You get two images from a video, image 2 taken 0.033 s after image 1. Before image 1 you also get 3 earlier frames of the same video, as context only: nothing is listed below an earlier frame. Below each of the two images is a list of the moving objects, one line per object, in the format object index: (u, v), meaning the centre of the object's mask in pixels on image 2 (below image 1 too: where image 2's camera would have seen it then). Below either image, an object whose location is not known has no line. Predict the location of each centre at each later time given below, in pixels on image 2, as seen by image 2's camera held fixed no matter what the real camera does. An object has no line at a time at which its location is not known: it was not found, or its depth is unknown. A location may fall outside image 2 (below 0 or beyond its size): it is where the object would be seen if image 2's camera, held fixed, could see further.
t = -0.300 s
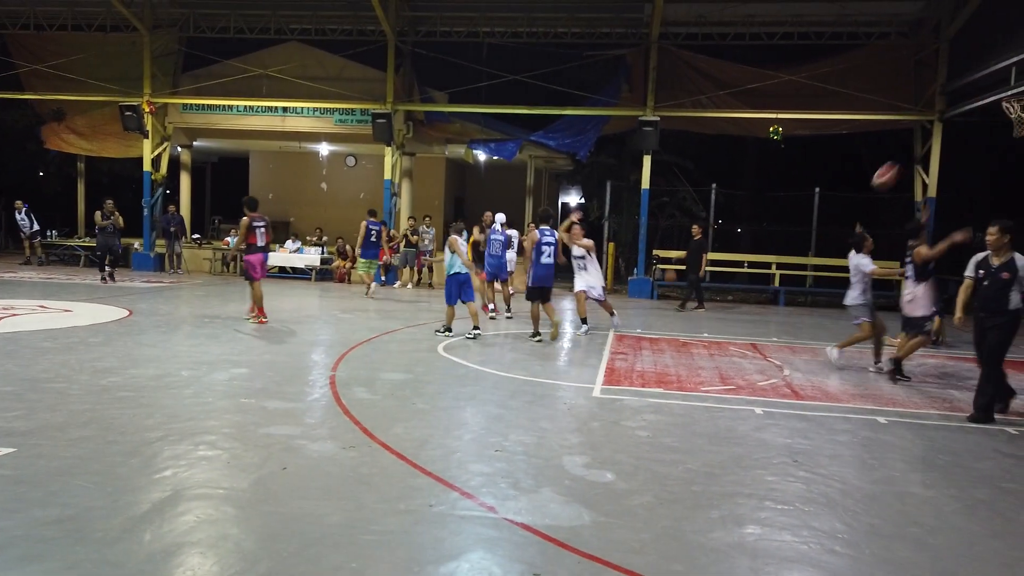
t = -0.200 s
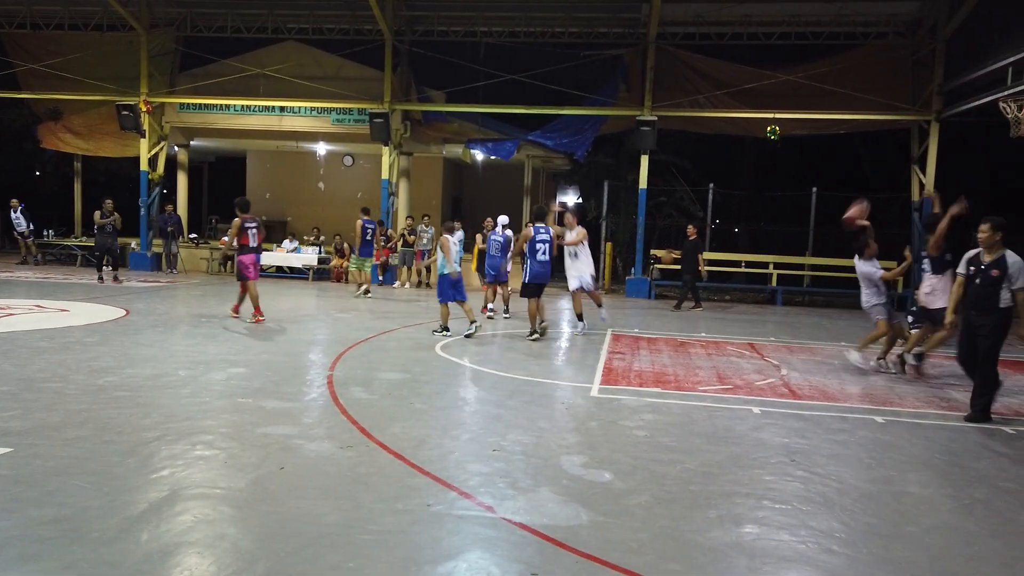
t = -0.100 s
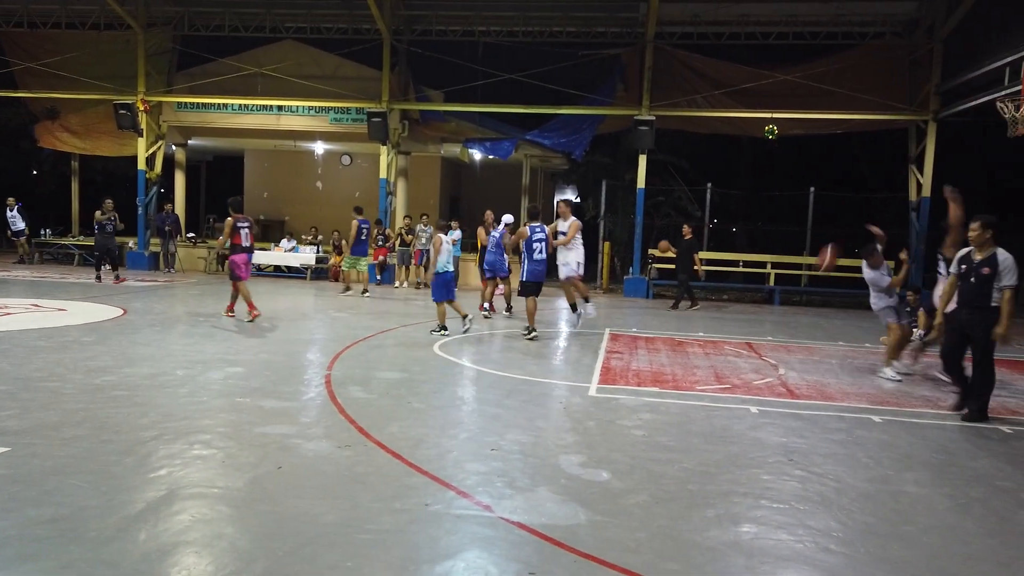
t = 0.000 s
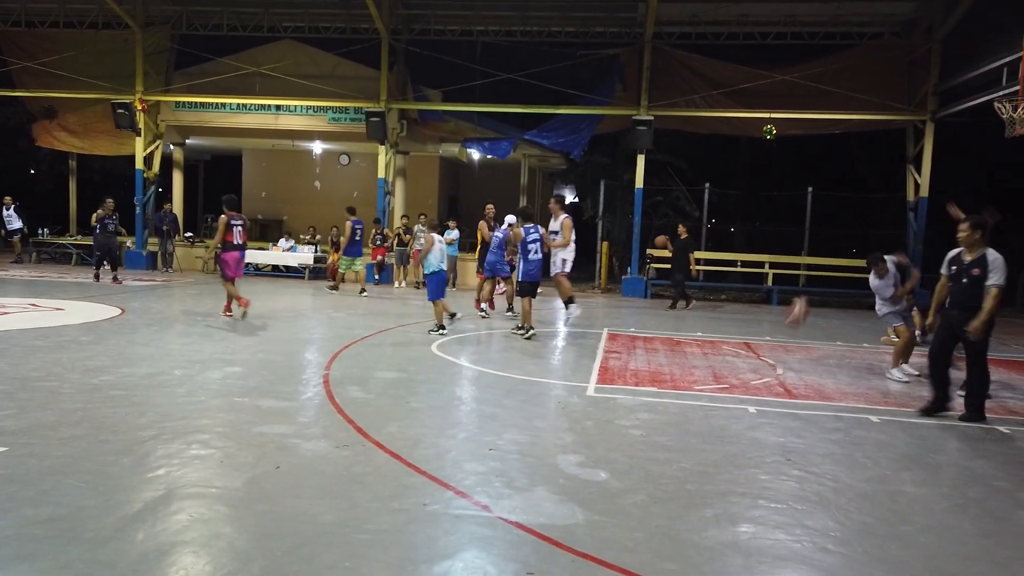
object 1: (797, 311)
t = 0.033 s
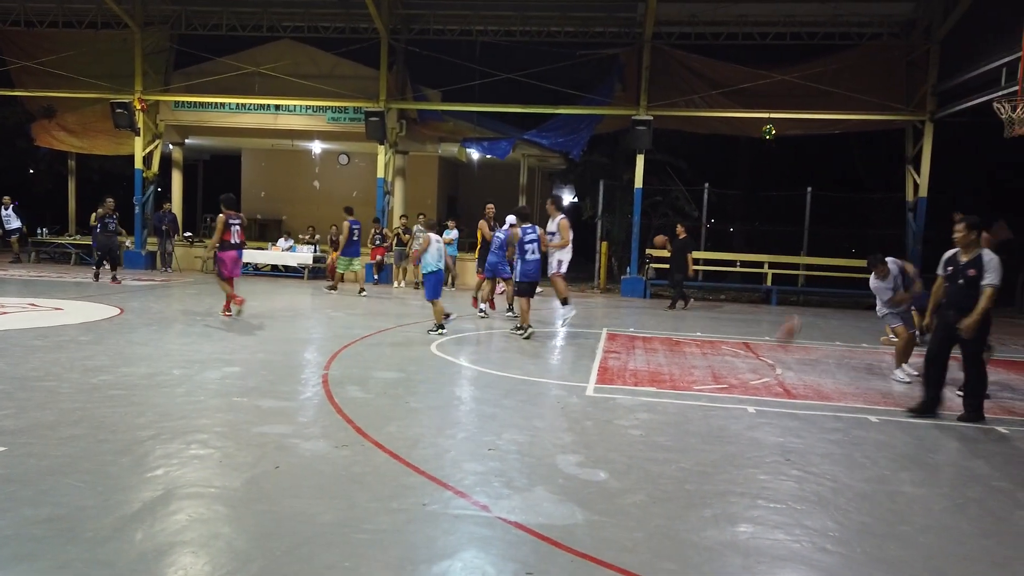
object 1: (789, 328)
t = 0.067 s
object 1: (779, 353)
